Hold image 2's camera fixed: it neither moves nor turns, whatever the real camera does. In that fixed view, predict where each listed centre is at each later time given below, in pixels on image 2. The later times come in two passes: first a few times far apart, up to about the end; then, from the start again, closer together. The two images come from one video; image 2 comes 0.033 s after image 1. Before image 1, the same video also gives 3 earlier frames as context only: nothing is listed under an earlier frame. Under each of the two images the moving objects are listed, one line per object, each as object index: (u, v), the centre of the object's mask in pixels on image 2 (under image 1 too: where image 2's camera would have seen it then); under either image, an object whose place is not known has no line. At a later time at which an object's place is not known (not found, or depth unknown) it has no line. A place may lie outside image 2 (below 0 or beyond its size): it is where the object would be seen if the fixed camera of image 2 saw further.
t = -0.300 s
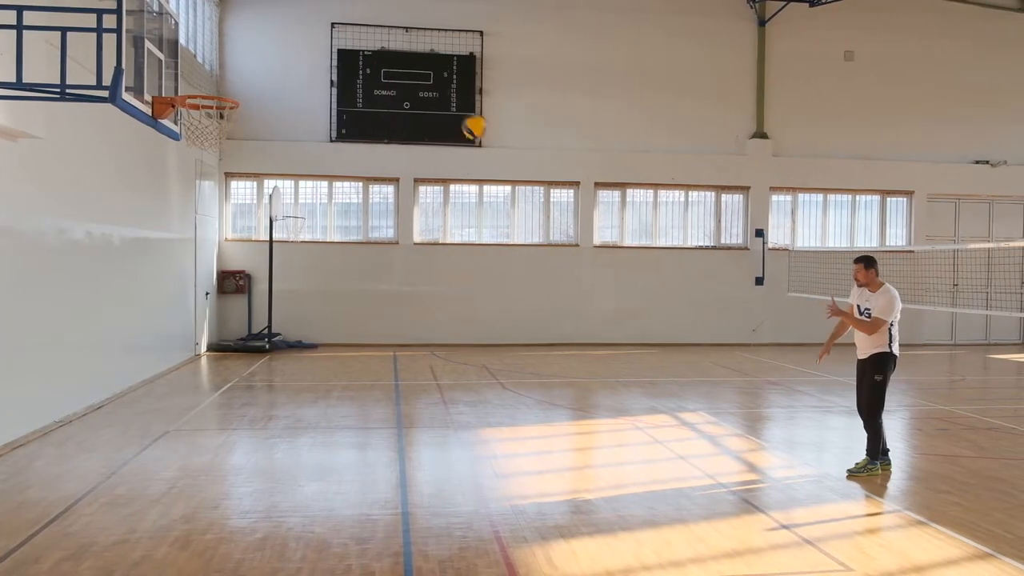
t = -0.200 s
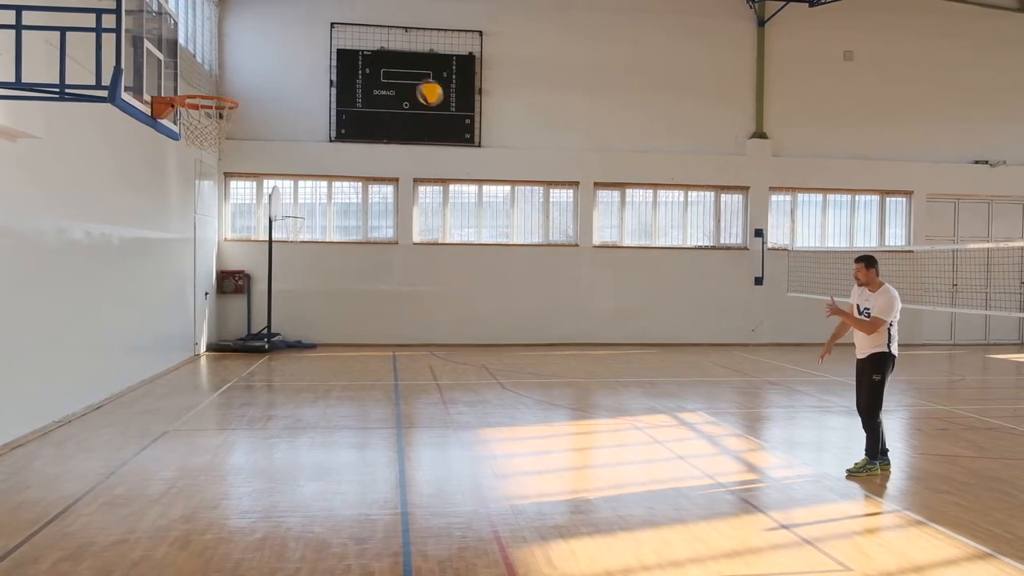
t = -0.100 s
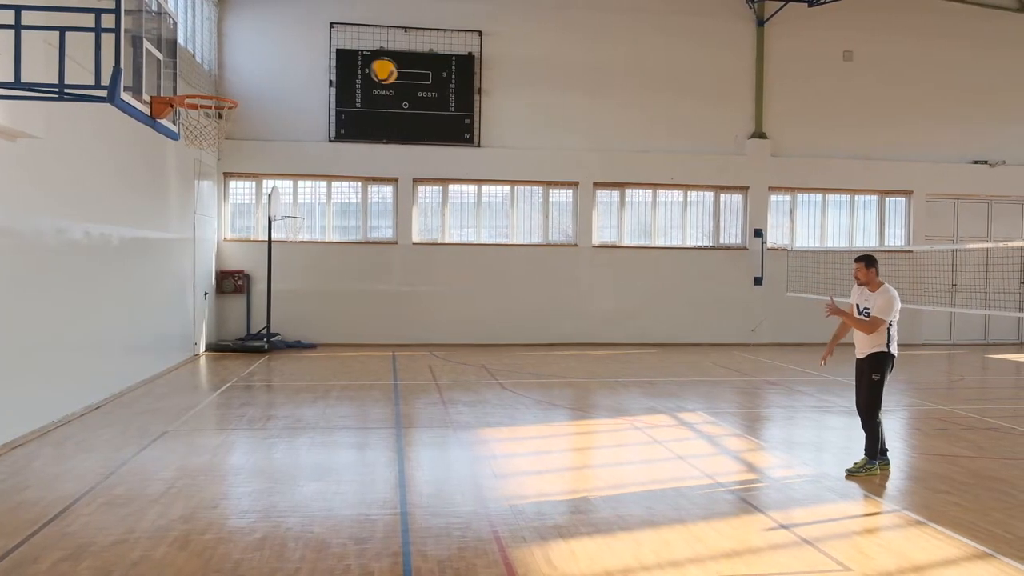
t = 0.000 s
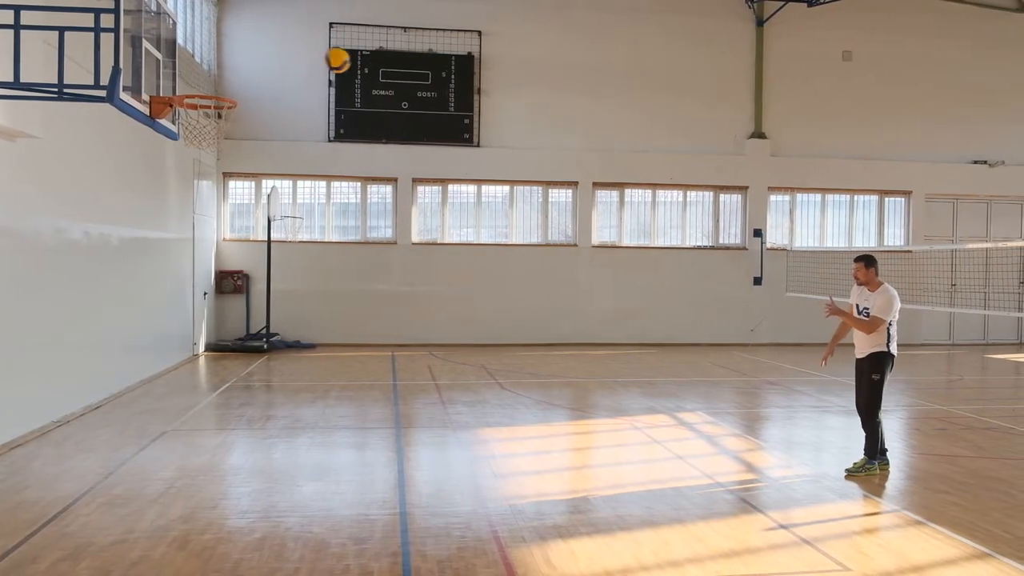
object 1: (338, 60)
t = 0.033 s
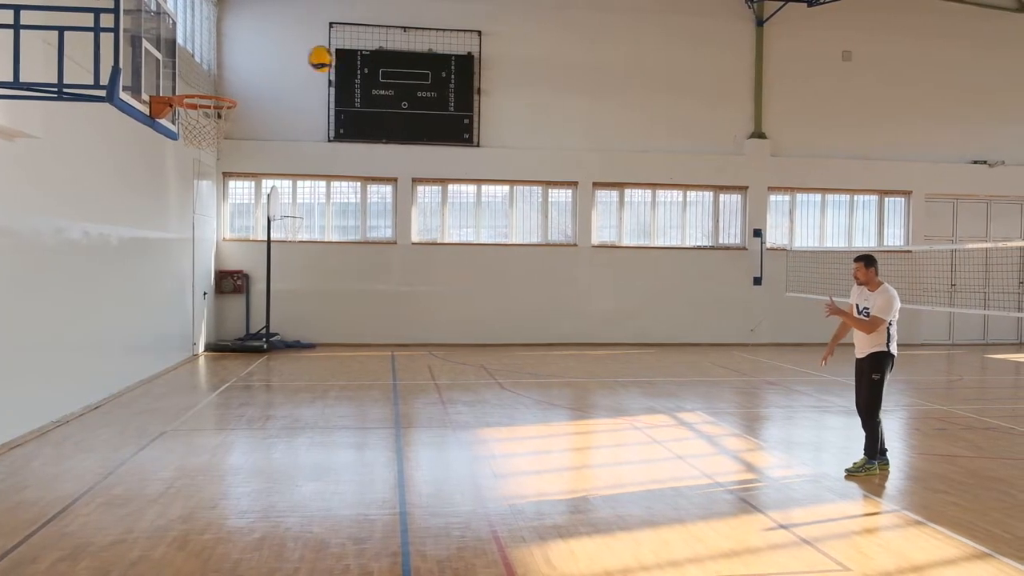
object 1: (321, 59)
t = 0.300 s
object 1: (196, 102)
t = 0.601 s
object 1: (200, 183)
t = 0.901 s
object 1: (214, 361)
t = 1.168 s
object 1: (229, 408)
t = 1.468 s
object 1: (245, 300)
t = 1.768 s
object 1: (262, 304)
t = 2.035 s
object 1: (278, 400)
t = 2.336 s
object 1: (293, 416)
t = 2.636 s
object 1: (308, 375)
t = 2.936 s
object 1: (322, 444)
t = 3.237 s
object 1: (339, 426)
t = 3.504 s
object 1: (354, 430)
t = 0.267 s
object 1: (211, 90)
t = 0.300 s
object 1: (196, 102)
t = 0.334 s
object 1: (186, 112)
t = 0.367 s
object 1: (187, 120)
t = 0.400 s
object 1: (188, 126)
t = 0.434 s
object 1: (190, 133)
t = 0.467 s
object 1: (192, 140)
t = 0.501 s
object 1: (193, 150)
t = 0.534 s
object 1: (196, 159)
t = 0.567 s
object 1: (198, 171)
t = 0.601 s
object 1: (200, 183)
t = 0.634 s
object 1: (201, 199)
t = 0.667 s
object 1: (203, 214)
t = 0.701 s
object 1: (205, 232)
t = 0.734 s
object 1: (206, 251)
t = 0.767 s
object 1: (208, 270)
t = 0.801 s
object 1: (210, 291)
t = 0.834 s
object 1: (211, 313)
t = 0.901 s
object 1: (214, 361)
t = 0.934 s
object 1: (216, 388)
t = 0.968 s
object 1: (218, 415)
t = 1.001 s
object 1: (218, 443)
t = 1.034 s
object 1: (221, 473)
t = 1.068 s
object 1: (222, 467)
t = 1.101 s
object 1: (224, 446)
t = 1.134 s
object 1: (226, 427)
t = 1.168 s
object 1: (229, 408)
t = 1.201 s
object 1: (230, 391)
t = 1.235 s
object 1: (232, 375)
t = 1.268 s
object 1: (234, 360)
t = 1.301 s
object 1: (235, 346)
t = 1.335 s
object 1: (237, 335)
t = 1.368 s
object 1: (239, 324)
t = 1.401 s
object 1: (241, 315)
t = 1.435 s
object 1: (243, 307)
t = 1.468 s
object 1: (245, 300)
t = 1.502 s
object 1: (246, 295)
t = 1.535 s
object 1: (248, 291)
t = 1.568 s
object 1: (250, 289)
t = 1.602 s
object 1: (252, 288)
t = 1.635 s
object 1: (254, 289)
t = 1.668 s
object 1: (256, 291)
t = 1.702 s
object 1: (258, 294)
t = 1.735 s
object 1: (260, 298)
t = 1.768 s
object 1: (262, 304)
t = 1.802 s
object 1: (264, 312)
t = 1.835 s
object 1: (266, 321)
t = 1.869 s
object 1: (268, 331)
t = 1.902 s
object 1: (269, 342)
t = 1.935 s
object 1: (272, 355)
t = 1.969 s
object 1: (273, 369)
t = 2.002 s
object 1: (275, 384)
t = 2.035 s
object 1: (278, 400)
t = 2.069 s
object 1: (279, 419)
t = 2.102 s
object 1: (281, 439)
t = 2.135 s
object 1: (283, 460)
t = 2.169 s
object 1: (285, 482)
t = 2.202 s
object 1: (286, 469)
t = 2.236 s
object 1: (288, 454)
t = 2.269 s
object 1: (290, 440)
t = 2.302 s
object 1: (292, 427)
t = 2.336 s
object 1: (293, 416)
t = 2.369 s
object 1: (295, 406)
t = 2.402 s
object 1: (297, 397)
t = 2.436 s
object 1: (298, 390)
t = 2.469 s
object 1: (300, 384)
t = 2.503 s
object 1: (302, 379)
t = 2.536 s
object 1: (303, 376)
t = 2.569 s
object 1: (305, 374)
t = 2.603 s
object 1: (307, 374)
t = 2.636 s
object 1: (308, 375)
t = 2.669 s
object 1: (310, 377)
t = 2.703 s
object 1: (311, 380)
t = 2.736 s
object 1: (313, 385)
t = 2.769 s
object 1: (315, 391)
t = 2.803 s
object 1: (316, 399)
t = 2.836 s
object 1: (318, 408)
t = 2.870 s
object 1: (319, 419)
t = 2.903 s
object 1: (320, 431)
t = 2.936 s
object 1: (322, 444)
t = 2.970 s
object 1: (323, 458)
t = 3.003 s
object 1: (324, 474)
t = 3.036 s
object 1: (326, 480)
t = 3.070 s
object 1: (328, 468)
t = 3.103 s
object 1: (330, 457)
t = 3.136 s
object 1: (332, 447)
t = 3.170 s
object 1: (334, 439)
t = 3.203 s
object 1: (336, 432)
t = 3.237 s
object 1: (339, 426)
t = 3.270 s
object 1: (341, 422)
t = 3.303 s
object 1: (343, 419)
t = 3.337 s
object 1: (344, 417)
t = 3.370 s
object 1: (346, 417)
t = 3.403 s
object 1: (348, 418)
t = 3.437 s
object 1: (350, 420)
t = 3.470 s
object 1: (352, 424)
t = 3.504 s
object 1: (354, 430)
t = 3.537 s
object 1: (355, 437)
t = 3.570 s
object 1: (357, 445)
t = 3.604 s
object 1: (358, 454)
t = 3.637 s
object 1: (360, 465)
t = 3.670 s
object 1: (362, 477)
